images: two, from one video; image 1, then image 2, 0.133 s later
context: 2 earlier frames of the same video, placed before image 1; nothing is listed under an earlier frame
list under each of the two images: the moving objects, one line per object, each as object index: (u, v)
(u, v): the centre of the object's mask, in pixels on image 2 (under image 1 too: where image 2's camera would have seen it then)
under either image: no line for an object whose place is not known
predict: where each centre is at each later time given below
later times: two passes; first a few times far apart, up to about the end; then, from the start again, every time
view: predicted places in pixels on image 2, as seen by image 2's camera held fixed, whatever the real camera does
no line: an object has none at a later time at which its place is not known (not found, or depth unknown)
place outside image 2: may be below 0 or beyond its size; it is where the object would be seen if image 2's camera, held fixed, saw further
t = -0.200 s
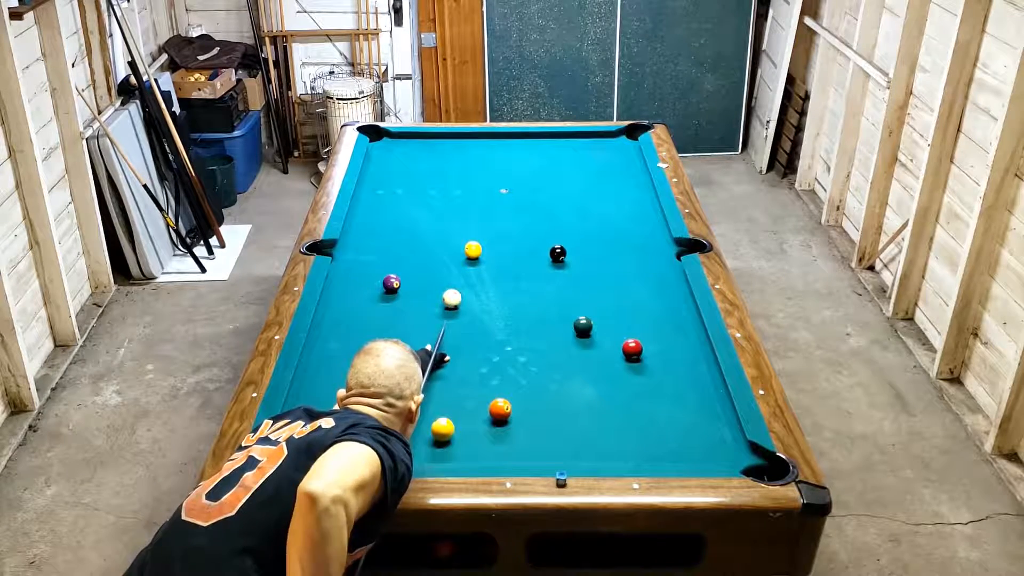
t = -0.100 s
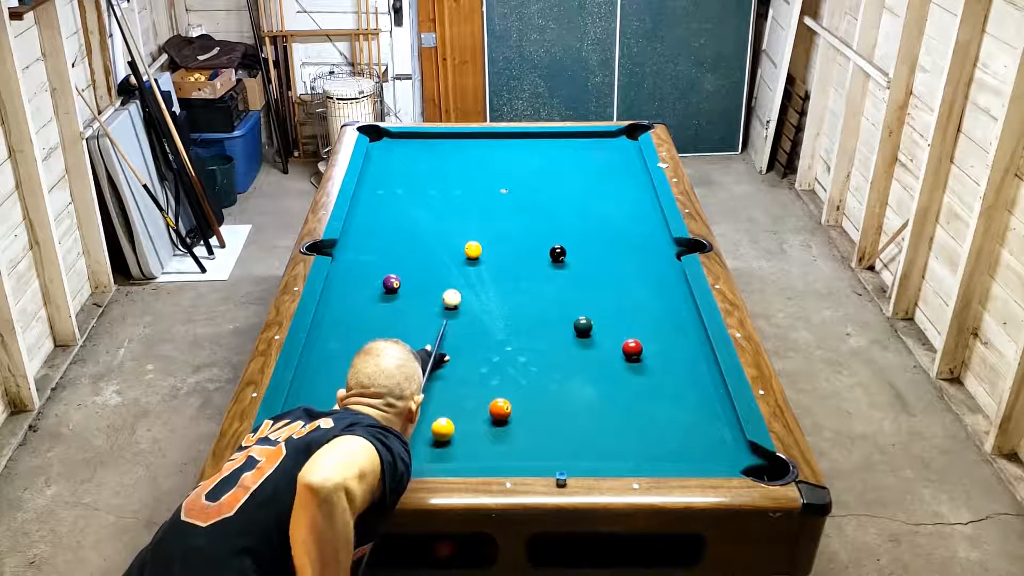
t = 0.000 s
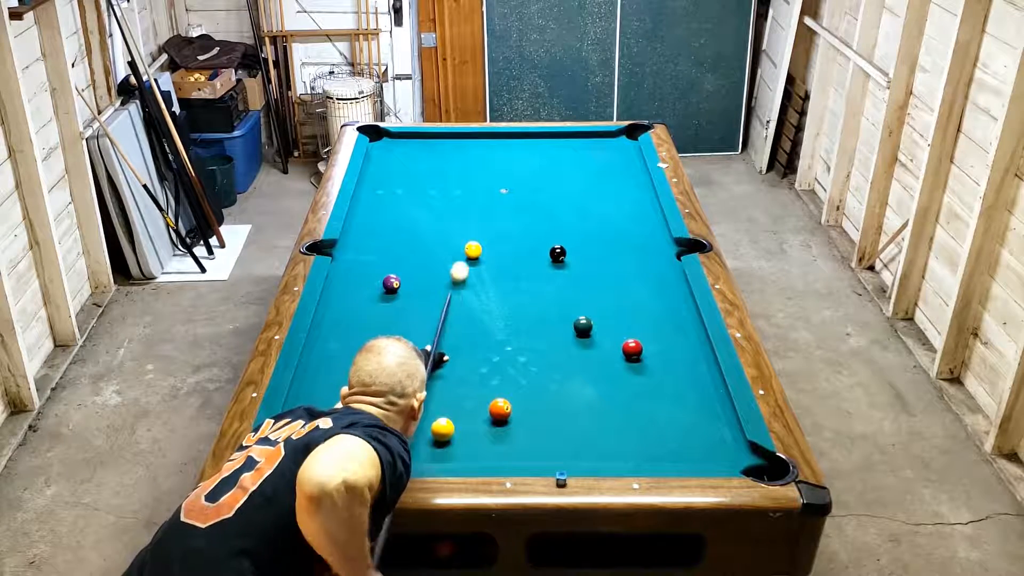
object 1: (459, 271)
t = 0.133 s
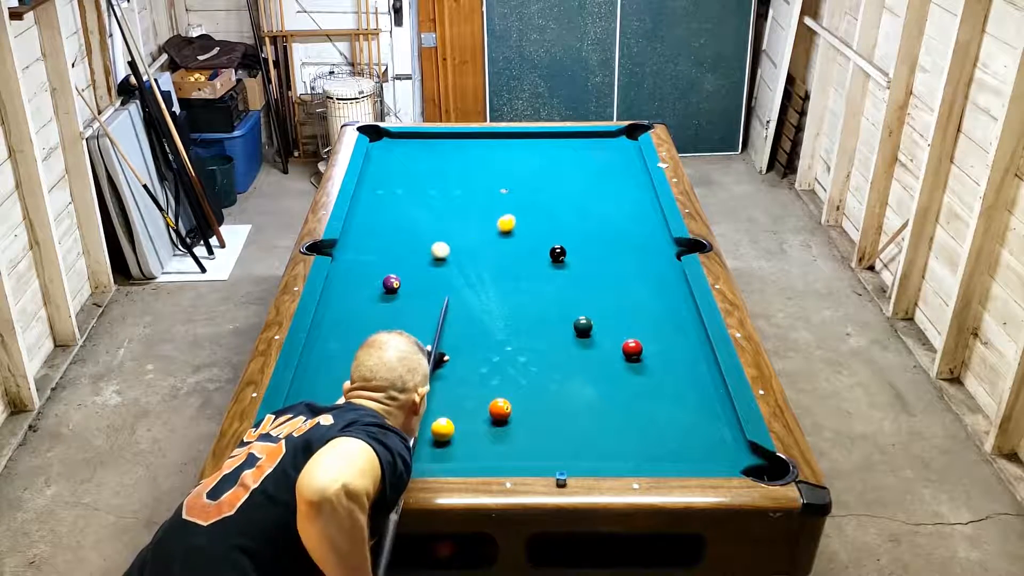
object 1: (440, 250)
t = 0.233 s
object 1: (421, 247)
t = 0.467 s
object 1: (379, 240)
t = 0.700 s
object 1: (352, 236)
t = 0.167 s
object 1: (433, 249)
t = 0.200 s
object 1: (427, 247)
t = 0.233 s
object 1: (421, 247)
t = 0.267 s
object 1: (414, 246)
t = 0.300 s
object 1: (408, 245)
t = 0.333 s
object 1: (402, 244)
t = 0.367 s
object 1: (396, 243)
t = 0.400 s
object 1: (390, 242)
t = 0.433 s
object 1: (384, 241)
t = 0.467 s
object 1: (379, 240)
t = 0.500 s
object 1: (373, 239)
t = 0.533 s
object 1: (367, 239)
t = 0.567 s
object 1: (362, 238)
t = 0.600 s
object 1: (356, 237)
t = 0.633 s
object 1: (350, 236)
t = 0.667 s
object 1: (349, 236)
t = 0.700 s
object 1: (352, 236)
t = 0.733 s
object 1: (355, 236)
